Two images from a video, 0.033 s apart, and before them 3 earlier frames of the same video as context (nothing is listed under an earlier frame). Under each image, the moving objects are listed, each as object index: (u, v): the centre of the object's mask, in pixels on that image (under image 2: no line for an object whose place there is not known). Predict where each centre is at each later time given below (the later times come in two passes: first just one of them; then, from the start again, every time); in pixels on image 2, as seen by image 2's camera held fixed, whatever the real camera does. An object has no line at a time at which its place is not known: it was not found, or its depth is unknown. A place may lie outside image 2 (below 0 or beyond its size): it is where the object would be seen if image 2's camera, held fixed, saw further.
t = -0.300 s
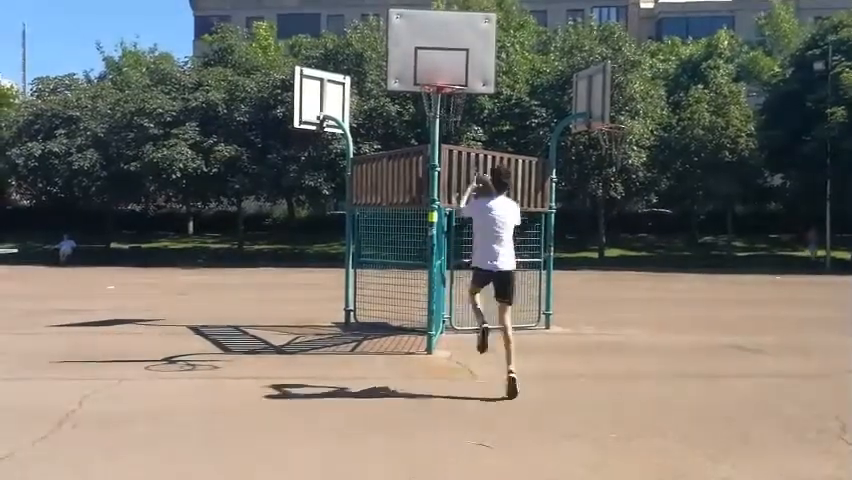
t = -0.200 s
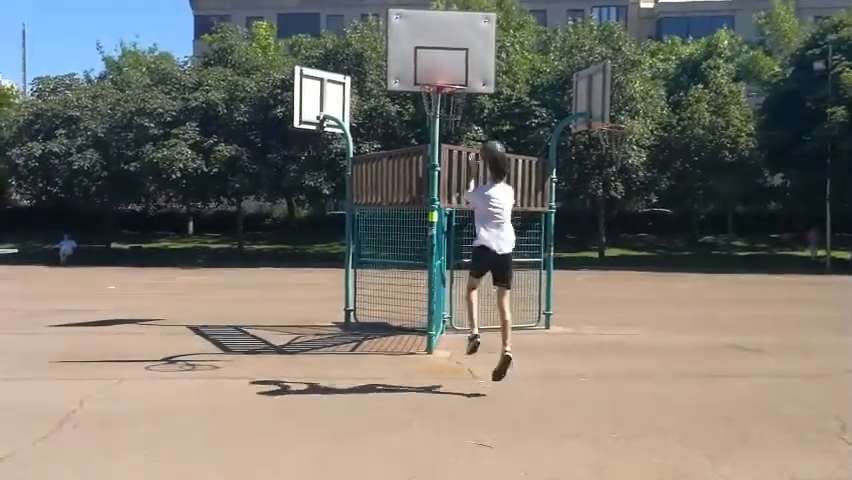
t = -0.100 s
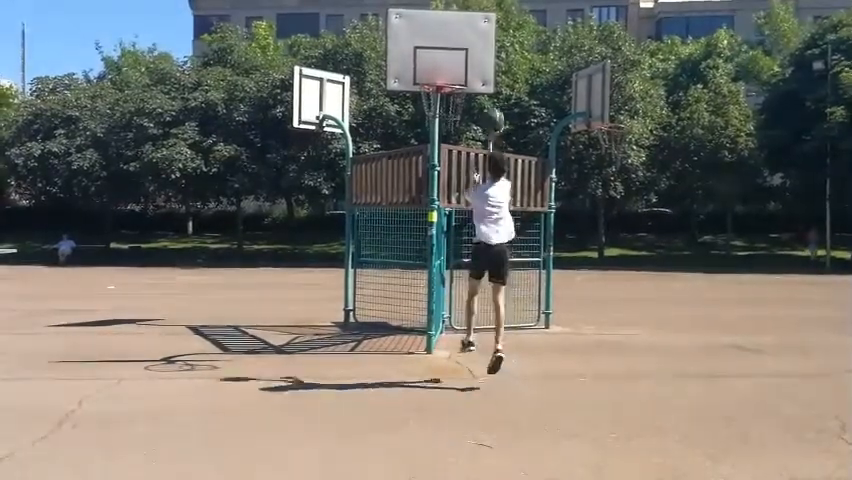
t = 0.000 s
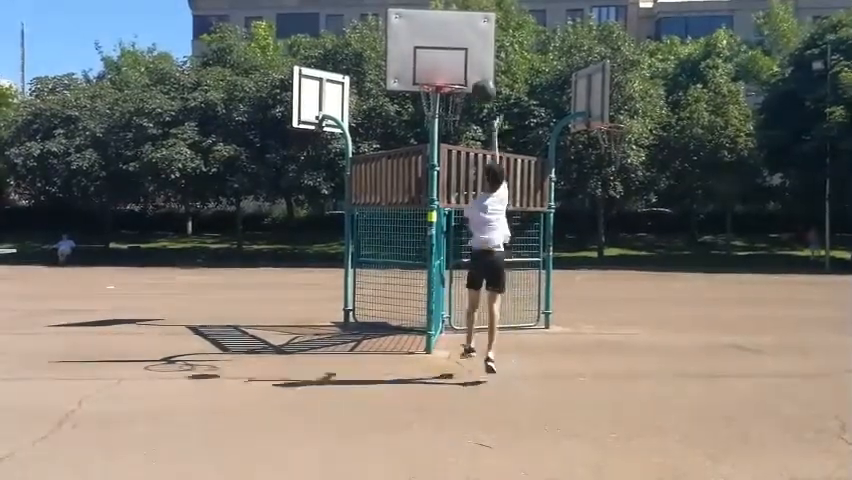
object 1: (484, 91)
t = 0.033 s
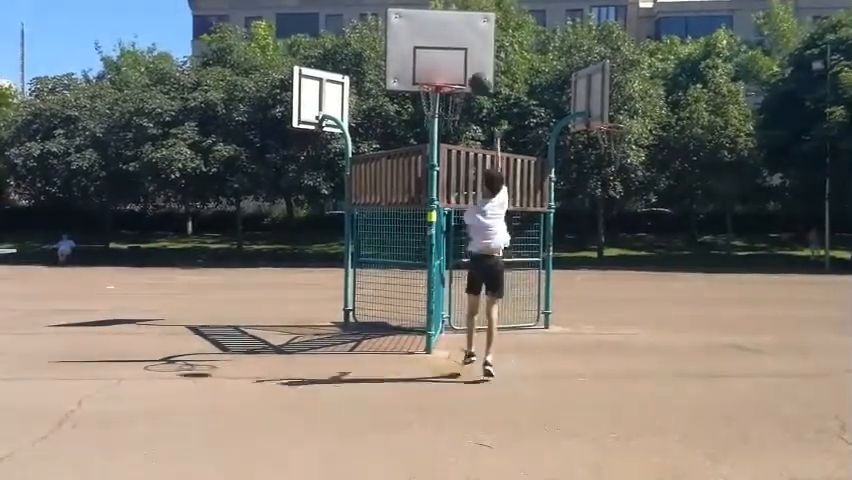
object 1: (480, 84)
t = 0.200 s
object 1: (467, 65)
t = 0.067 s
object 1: (477, 78)
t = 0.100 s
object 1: (475, 74)
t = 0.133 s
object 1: (471, 70)
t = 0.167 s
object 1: (469, 67)
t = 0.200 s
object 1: (467, 65)
